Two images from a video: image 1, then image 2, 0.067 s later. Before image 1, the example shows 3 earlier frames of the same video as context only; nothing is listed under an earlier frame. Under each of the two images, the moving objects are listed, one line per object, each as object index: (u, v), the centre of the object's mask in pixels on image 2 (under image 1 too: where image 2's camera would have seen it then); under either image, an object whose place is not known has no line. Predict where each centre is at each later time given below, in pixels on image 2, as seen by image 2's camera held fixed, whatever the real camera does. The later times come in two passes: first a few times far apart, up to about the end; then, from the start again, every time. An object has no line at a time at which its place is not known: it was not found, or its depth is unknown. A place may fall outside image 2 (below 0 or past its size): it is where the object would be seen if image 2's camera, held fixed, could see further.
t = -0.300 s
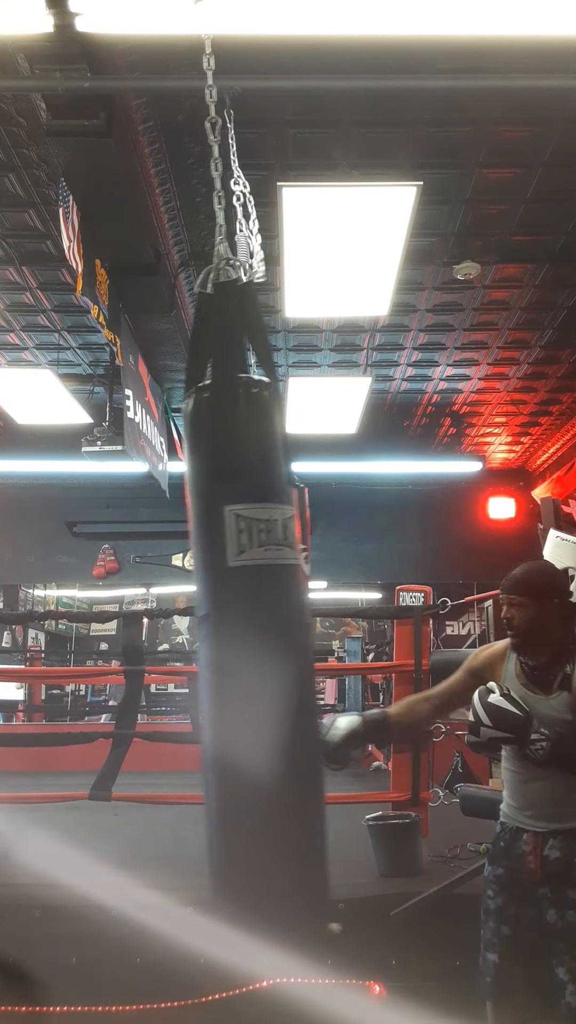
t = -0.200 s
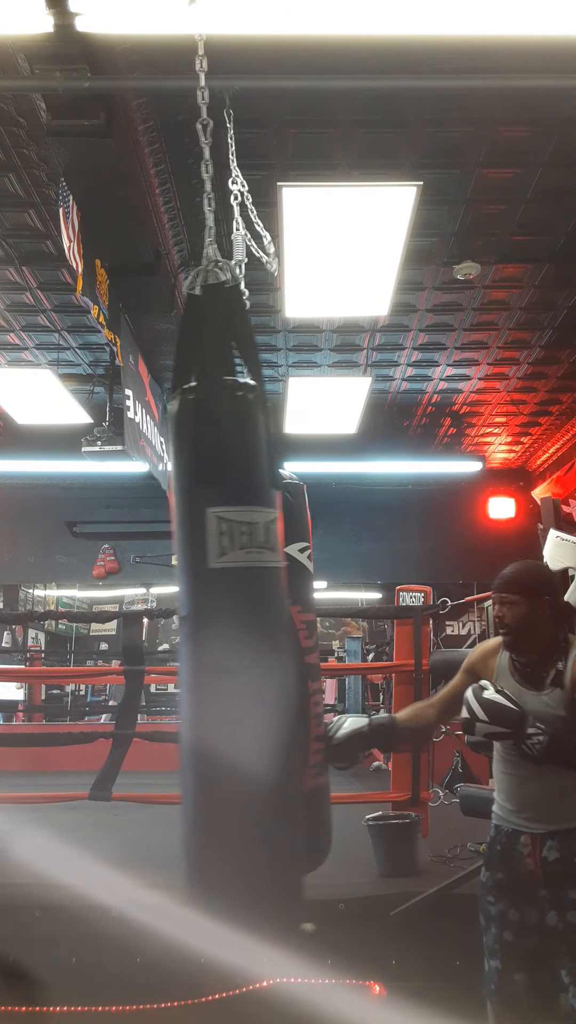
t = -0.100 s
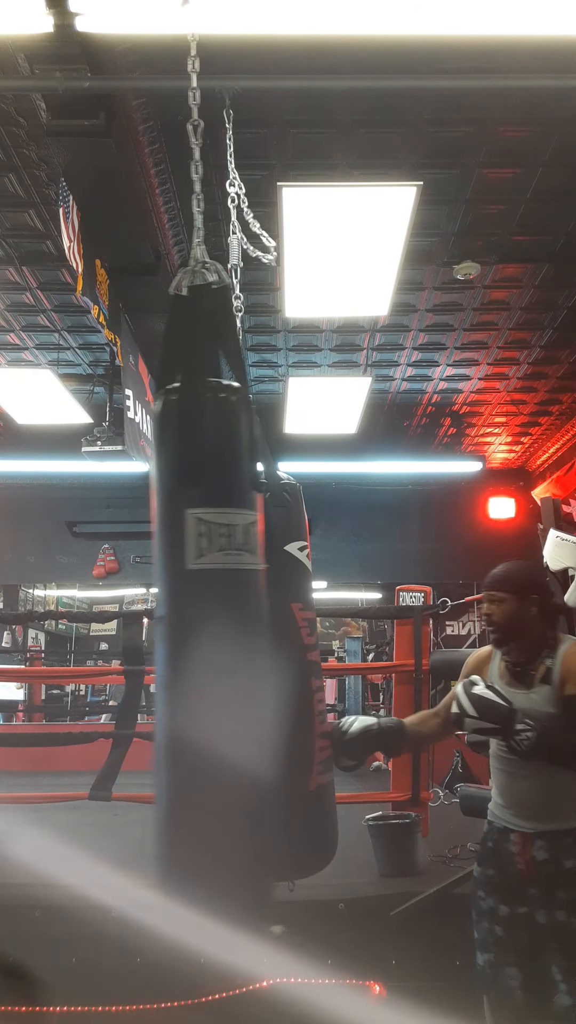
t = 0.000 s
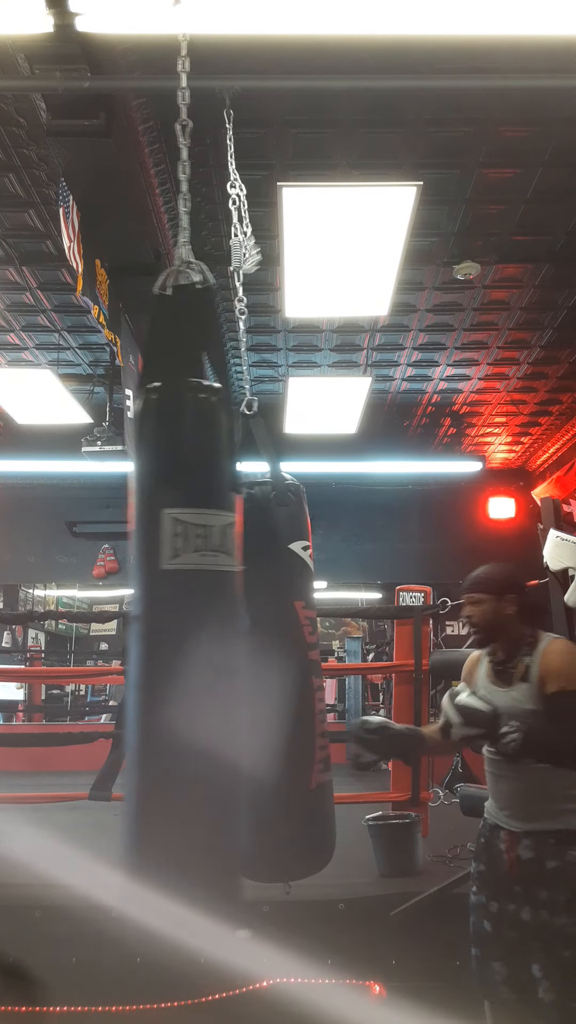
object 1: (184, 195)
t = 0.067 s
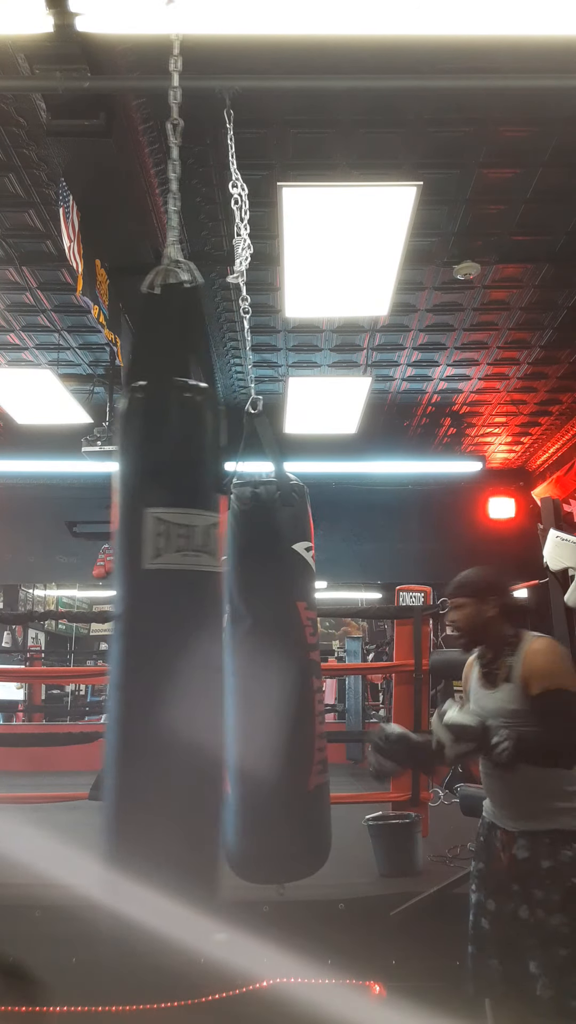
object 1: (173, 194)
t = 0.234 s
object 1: (149, 190)
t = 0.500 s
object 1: (115, 173)
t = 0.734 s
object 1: (92, 164)
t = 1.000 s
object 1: (88, 152)
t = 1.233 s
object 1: (108, 148)
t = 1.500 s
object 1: (145, 153)
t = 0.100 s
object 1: (168, 193)
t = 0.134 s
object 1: (163, 193)
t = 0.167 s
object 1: (158, 193)
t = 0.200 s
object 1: (153, 193)
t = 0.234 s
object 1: (149, 190)
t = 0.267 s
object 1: (145, 187)
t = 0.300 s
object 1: (141, 185)
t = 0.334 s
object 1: (136, 183)
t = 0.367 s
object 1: (133, 180)
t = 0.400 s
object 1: (128, 180)
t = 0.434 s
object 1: (123, 181)
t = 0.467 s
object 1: (119, 176)
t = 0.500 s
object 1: (115, 173)
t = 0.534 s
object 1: (111, 170)
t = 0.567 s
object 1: (107, 170)
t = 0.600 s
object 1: (103, 167)
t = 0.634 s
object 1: (100, 166)
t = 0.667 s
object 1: (97, 166)
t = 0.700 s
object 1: (95, 166)
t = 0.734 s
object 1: (92, 164)
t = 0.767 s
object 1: (91, 164)
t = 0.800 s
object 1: (90, 160)
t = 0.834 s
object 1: (88, 159)
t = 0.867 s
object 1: (87, 158)
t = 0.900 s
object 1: (86, 157)
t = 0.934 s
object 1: (86, 155)
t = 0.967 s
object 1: (86, 153)
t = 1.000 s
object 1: (88, 152)
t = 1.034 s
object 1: (89, 150)
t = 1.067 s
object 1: (91, 151)
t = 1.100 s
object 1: (94, 149)
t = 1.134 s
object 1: (97, 150)
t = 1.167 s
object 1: (100, 147)
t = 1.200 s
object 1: (104, 149)
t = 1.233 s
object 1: (108, 148)
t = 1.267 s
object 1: (112, 149)
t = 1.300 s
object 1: (117, 147)
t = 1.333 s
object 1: (121, 148)
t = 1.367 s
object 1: (125, 149)
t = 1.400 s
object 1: (129, 150)
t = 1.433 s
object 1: (134, 152)
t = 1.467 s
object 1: (139, 152)
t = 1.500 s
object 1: (145, 153)
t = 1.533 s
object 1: (151, 156)
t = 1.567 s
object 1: (158, 157)
